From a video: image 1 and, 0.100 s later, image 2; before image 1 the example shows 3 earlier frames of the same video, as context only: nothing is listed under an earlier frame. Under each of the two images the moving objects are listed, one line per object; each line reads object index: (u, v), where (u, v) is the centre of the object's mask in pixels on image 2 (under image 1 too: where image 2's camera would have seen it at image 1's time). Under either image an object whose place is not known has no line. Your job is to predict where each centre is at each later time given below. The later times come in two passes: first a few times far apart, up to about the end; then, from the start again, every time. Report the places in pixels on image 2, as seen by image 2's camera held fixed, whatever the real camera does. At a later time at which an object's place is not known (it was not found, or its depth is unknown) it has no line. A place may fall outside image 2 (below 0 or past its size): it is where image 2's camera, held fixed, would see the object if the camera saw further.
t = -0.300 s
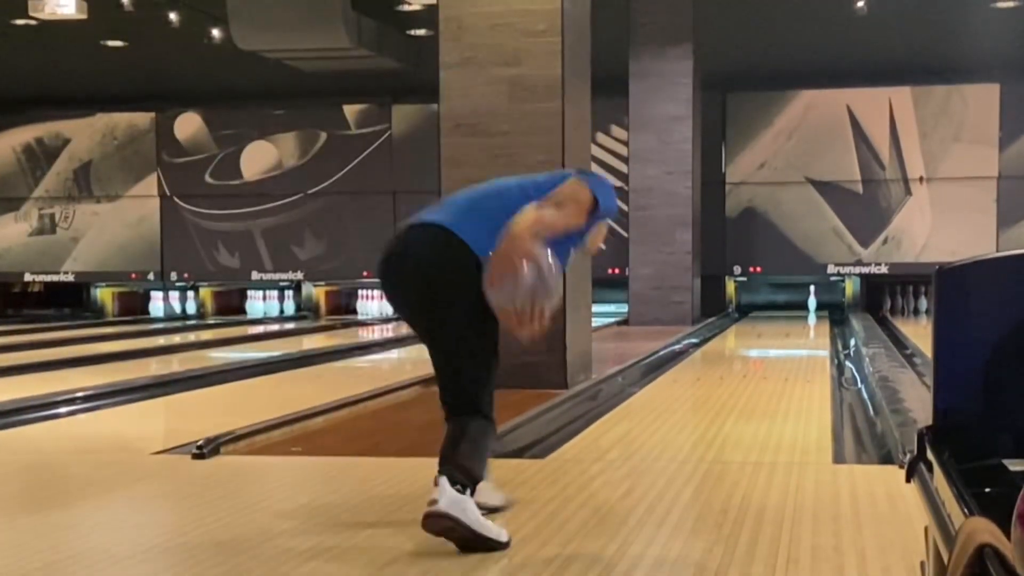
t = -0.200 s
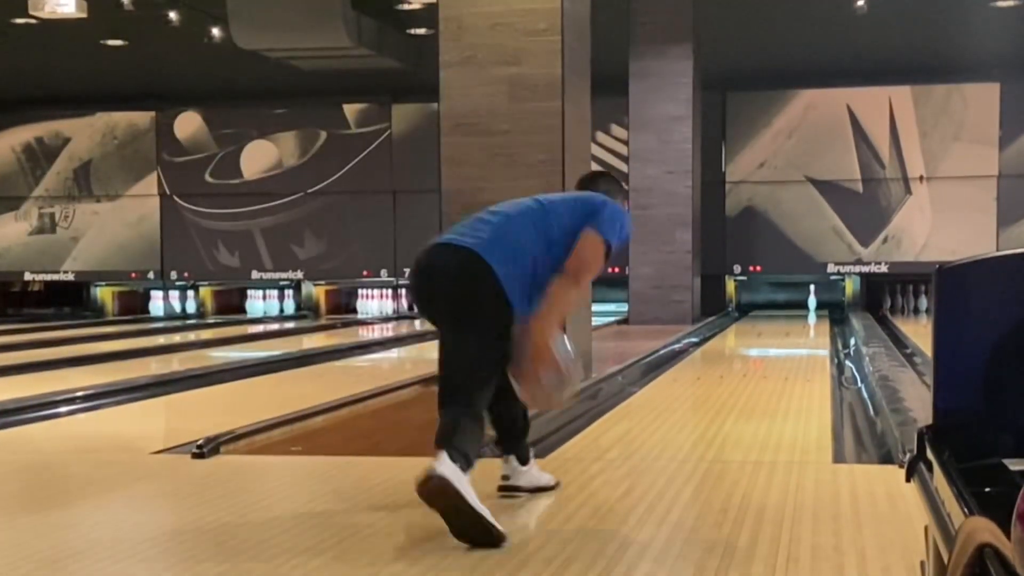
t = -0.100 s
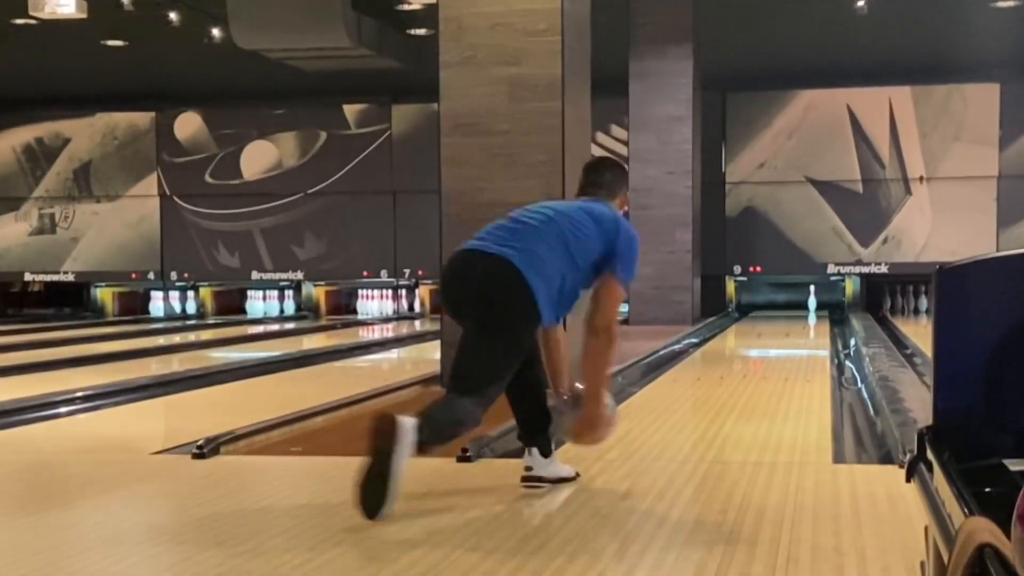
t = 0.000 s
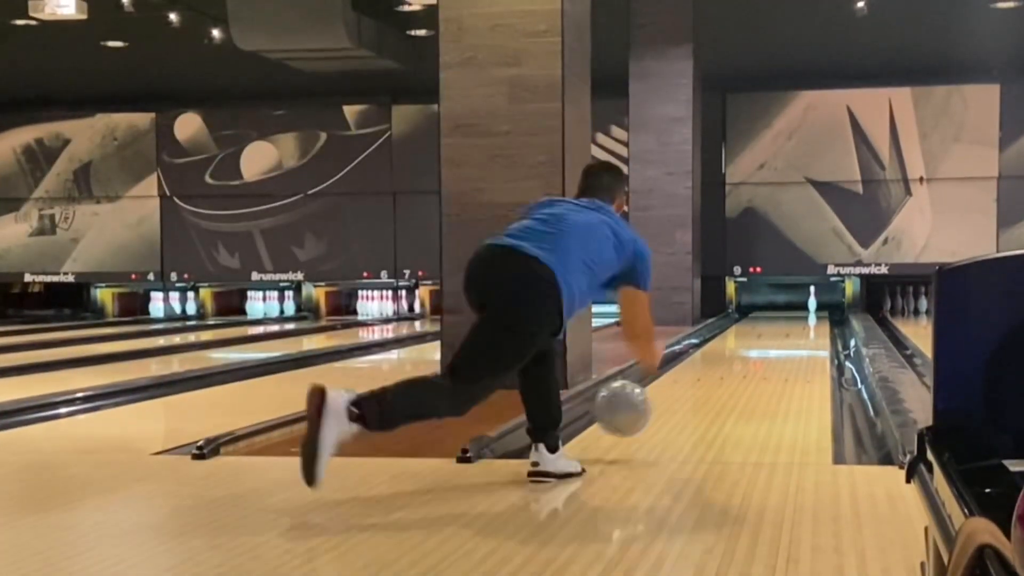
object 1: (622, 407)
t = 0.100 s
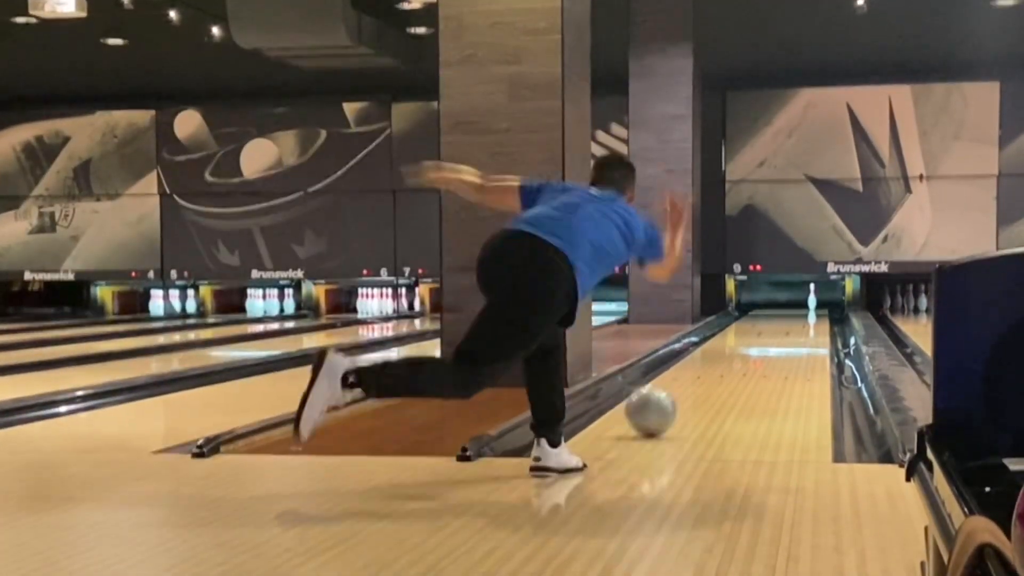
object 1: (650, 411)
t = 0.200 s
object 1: (673, 396)
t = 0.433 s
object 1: (714, 371)
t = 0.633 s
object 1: (738, 355)
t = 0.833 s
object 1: (756, 344)
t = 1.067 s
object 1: (771, 333)
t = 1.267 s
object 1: (783, 327)
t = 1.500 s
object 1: (793, 320)
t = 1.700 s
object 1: (799, 315)
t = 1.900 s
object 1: (804, 311)
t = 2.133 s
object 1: (808, 307)
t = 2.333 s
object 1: (810, 304)
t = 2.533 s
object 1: (811, 302)
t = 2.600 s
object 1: (811, 302)
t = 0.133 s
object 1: (659, 405)
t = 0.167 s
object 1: (666, 399)
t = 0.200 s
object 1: (673, 396)
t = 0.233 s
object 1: (681, 393)
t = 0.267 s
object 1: (687, 388)
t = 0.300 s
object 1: (693, 385)
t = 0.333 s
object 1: (698, 381)
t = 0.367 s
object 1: (703, 377)
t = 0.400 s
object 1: (708, 374)
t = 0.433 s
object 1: (714, 371)
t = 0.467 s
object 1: (718, 367)
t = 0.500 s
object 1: (721, 365)
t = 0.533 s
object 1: (726, 363)
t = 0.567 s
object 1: (731, 361)
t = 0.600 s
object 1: (734, 358)
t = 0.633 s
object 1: (738, 355)
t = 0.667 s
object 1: (743, 354)
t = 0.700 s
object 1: (744, 352)
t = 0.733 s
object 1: (747, 350)
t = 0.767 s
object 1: (750, 348)
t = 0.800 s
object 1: (753, 346)
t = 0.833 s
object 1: (756, 344)
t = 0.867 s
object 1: (758, 343)
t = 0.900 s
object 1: (761, 341)
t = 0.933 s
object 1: (763, 339)
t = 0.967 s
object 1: (765, 338)
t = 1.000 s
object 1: (768, 336)
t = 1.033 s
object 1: (769, 335)
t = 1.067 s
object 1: (771, 333)
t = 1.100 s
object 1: (774, 332)
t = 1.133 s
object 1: (776, 331)
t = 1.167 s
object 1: (778, 330)
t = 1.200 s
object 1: (780, 329)
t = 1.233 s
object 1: (780, 327)
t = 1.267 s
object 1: (783, 327)
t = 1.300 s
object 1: (784, 325)
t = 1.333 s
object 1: (786, 323)
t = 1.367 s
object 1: (788, 324)
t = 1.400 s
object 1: (788, 322)
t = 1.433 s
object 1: (789, 322)
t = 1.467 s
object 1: (791, 321)
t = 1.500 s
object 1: (793, 320)
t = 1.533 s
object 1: (794, 319)
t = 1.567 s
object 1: (795, 318)
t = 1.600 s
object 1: (796, 317)
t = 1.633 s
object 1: (797, 317)
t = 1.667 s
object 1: (798, 316)
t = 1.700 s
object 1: (799, 315)
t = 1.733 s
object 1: (799, 314)
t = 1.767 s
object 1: (800, 314)
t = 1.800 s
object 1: (801, 313)
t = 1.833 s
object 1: (802, 312)
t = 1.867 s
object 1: (802, 312)
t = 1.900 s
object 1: (804, 311)
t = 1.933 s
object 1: (805, 310)
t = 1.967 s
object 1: (806, 309)
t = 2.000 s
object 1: (806, 309)
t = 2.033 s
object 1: (807, 308)
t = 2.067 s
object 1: (807, 308)
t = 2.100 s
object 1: (808, 307)
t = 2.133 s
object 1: (808, 307)
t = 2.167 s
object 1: (809, 306)
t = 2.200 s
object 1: (809, 306)
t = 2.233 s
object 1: (809, 306)
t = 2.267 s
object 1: (810, 306)
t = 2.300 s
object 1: (810, 305)
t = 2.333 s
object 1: (810, 304)
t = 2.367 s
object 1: (810, 303)
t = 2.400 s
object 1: (811, 304)
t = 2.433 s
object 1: (811, 304)
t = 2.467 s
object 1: (811, 303)
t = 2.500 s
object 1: (811, 303)
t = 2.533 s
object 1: (811, 302)
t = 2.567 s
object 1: (811, 302)
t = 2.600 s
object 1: (811, 302)
